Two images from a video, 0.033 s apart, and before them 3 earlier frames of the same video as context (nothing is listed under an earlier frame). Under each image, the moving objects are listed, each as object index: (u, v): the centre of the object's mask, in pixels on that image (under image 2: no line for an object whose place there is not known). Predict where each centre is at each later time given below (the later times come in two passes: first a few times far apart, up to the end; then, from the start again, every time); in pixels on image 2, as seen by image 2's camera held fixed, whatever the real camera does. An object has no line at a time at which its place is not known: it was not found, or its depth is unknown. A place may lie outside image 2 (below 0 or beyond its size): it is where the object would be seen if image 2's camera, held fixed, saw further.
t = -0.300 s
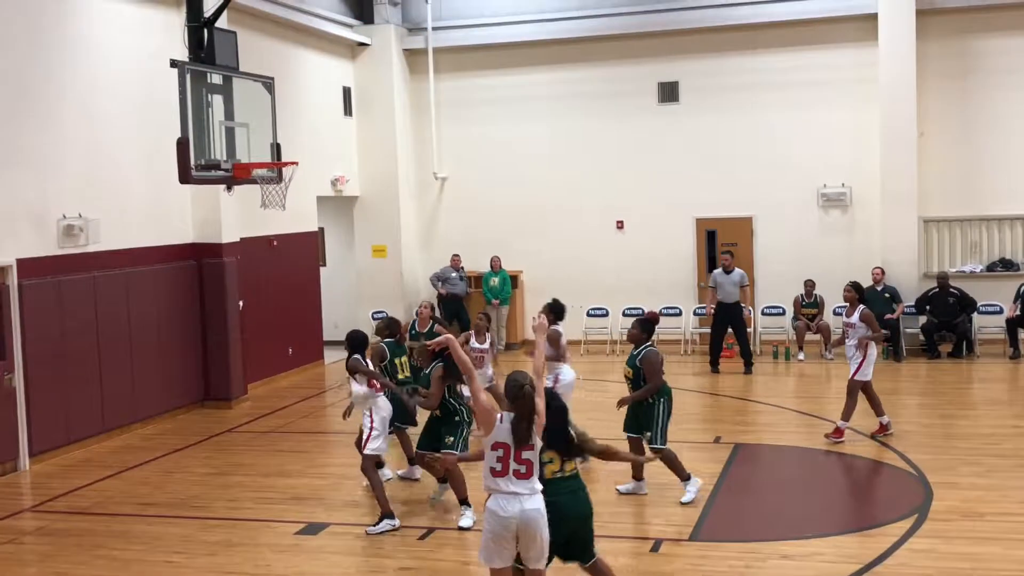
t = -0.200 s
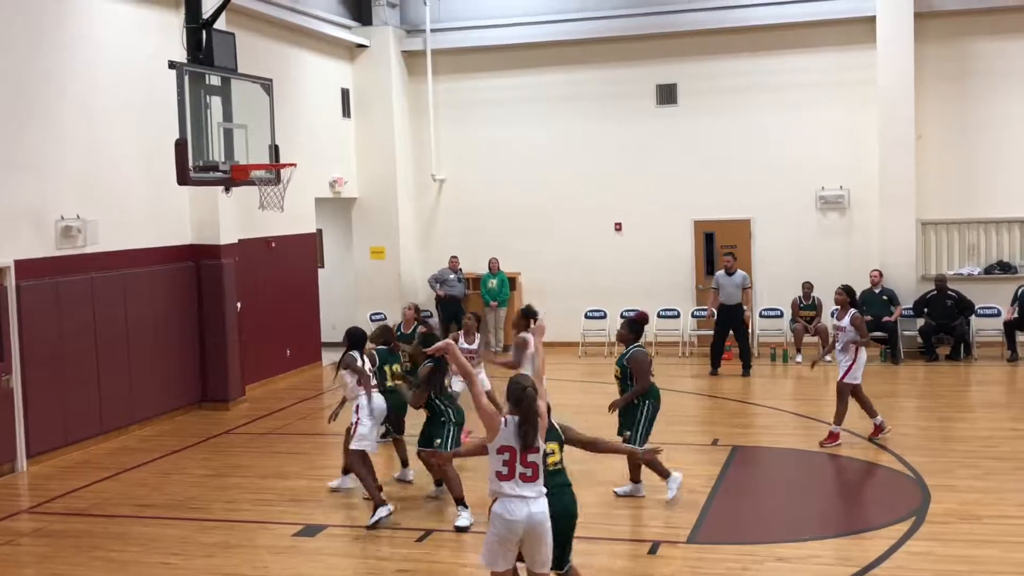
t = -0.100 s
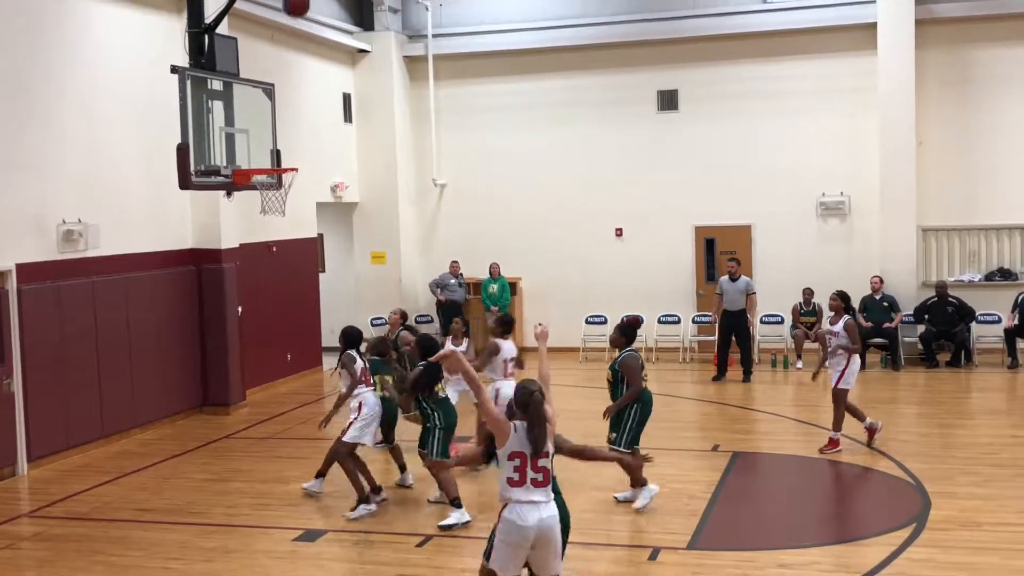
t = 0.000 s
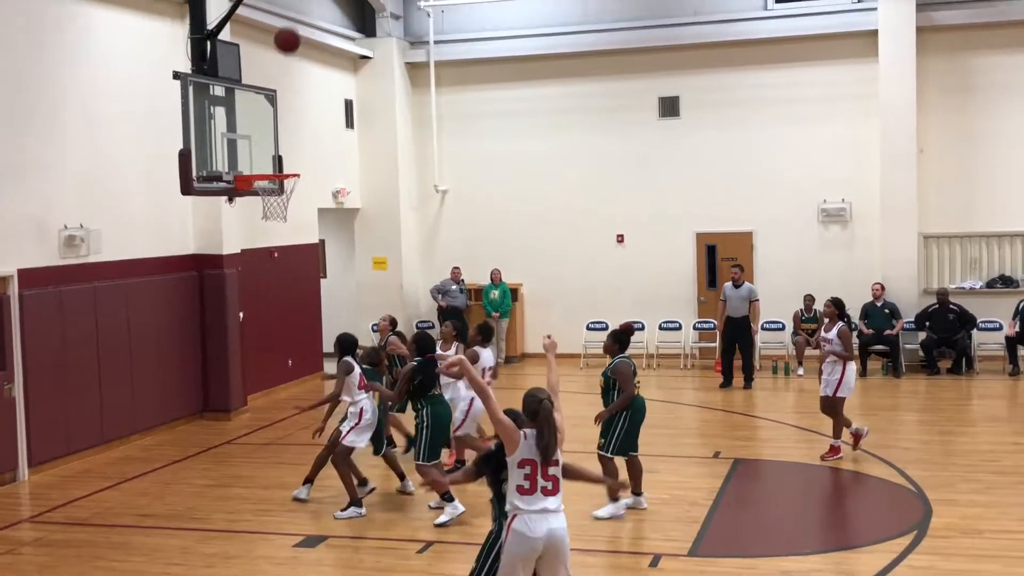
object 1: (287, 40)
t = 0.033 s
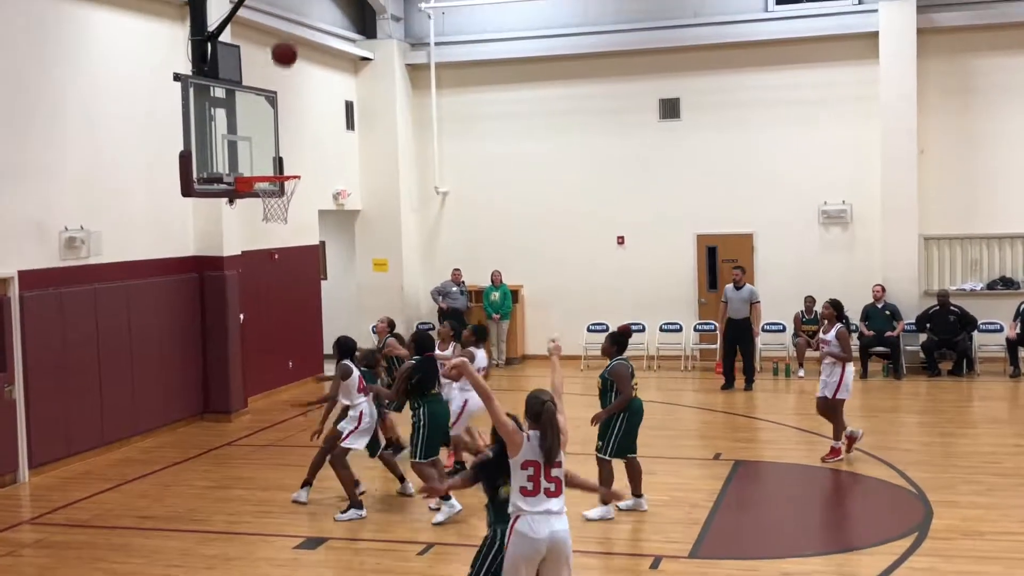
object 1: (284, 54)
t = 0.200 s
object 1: (270, 126)
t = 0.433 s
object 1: (314, 130)
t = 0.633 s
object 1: (389, 105)
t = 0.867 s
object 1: (485, 130)
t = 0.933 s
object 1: (514, 148)
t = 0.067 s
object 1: (281, 67)
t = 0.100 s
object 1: (278, 79)
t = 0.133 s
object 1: (275, 94)
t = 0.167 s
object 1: (272, 109)
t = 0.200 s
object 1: (270, 126)
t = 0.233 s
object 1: (267, 142)
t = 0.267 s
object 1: (265, 158)
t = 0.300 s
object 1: (267, 166)
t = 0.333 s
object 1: (279, 157)
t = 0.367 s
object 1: (291, 146)
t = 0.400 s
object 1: (302, 137)
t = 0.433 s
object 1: (314, 130)
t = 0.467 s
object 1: (326, 123)
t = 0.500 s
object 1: (338, 118)
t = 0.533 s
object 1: (352, 113)
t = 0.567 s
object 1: (365, 109)
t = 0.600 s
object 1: (377, 107)
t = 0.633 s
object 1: (389, 105)
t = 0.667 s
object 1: (403, 105)
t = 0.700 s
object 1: (417, 106)
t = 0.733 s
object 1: (430, 109)
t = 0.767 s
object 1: (444, 112)
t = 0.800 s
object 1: (458, 117)
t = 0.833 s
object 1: (471, 123)
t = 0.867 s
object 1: (485, 130)
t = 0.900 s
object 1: (500, 137)
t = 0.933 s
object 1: (514, 148)
